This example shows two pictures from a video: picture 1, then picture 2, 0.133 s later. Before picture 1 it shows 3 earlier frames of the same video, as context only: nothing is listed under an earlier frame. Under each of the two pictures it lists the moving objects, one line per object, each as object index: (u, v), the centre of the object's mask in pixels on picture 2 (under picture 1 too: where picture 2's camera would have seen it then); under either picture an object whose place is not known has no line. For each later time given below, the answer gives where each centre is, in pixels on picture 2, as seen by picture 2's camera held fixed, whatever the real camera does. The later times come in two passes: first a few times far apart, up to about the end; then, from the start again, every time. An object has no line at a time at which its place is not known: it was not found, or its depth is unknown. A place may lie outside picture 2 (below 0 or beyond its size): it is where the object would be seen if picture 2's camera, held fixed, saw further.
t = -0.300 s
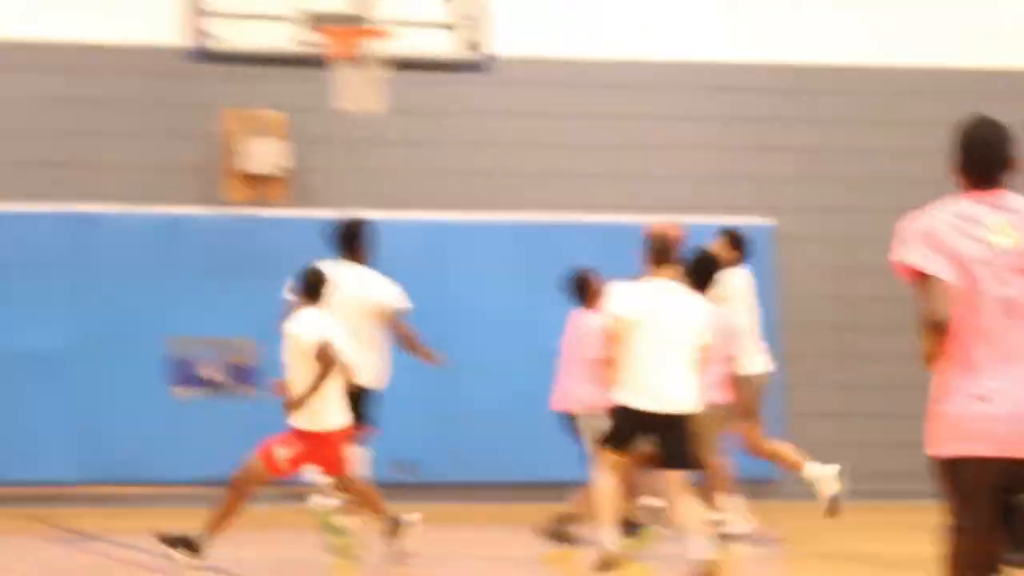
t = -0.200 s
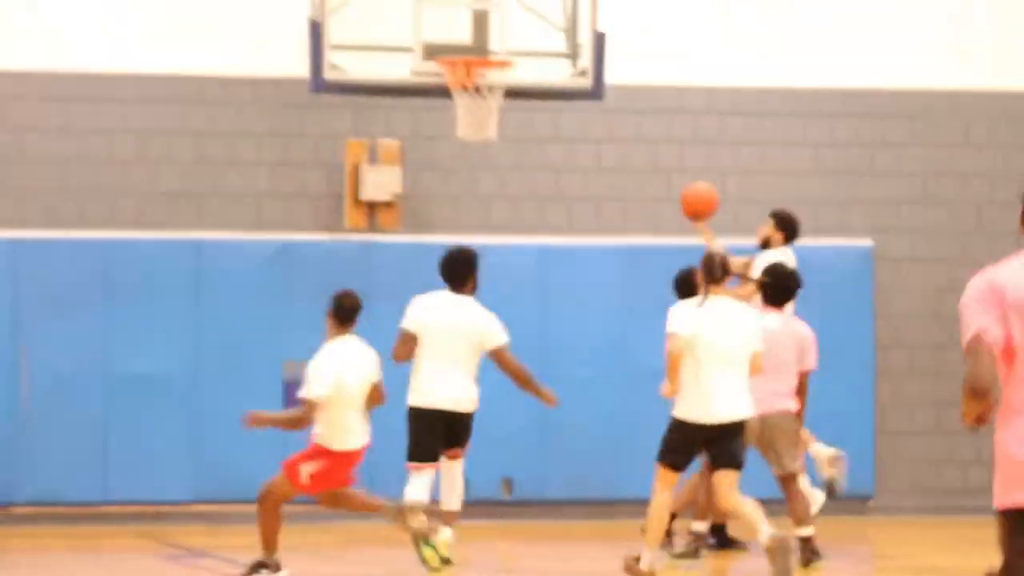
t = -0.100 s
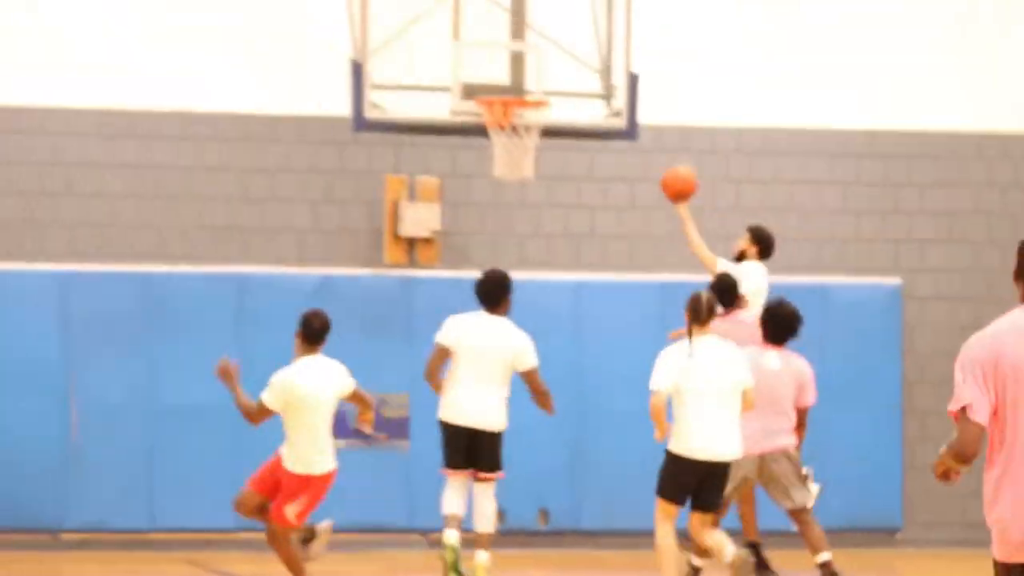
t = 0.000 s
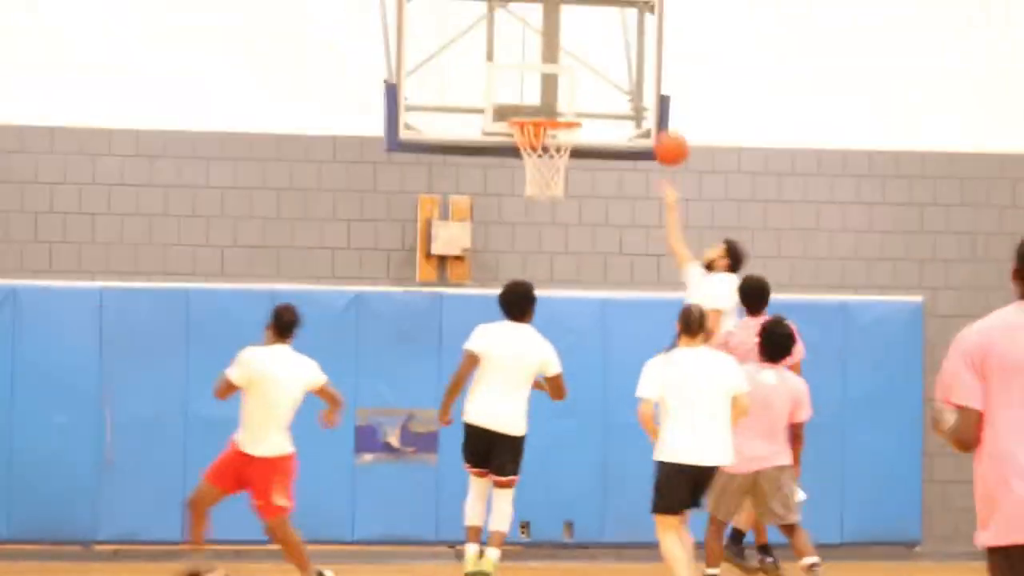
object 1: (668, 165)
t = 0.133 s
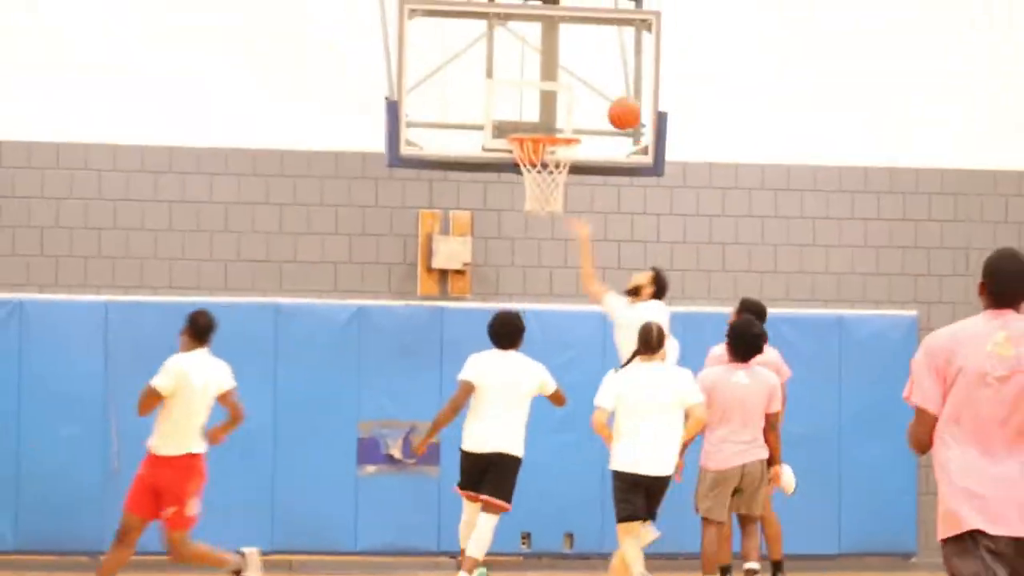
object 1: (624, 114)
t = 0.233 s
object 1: (595, 91)
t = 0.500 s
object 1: (568, 97)
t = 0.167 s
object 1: (613, 104)
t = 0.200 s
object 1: (602, 97)
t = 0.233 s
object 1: (595, 91)
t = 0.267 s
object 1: (592, 86)
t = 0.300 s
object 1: (589, 83)
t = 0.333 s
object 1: (586, 81)
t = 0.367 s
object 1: (582, 81)
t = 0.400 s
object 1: (579, 83)
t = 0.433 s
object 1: (576, 86)
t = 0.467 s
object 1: (572, 91)
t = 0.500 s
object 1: (568, 97)
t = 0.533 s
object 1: (565, 105)
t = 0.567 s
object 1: (562, 115)
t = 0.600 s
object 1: (558, 123)
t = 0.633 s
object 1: (557, 136)
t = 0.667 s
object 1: (553, 156)
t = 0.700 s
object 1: (550, 170)
